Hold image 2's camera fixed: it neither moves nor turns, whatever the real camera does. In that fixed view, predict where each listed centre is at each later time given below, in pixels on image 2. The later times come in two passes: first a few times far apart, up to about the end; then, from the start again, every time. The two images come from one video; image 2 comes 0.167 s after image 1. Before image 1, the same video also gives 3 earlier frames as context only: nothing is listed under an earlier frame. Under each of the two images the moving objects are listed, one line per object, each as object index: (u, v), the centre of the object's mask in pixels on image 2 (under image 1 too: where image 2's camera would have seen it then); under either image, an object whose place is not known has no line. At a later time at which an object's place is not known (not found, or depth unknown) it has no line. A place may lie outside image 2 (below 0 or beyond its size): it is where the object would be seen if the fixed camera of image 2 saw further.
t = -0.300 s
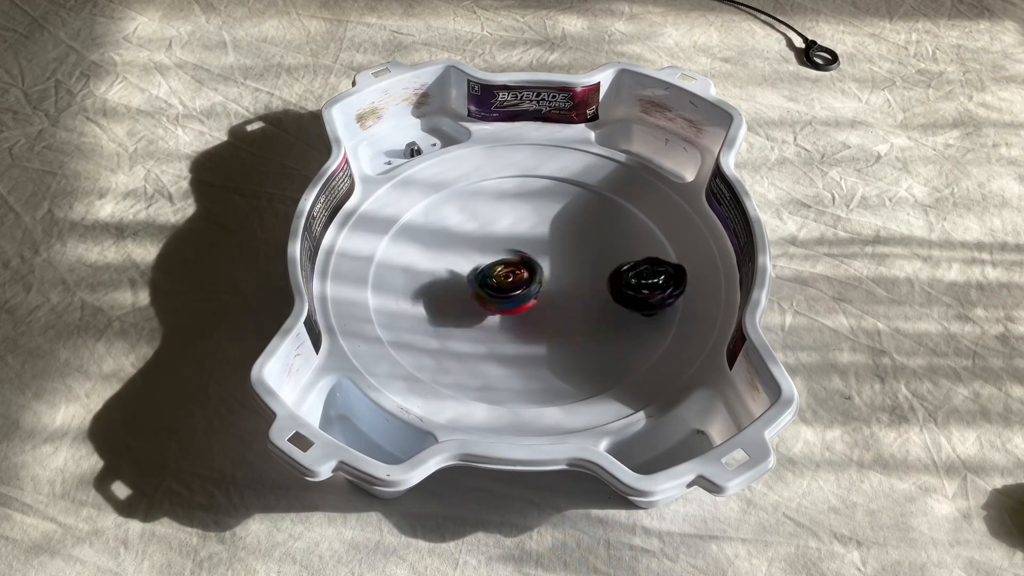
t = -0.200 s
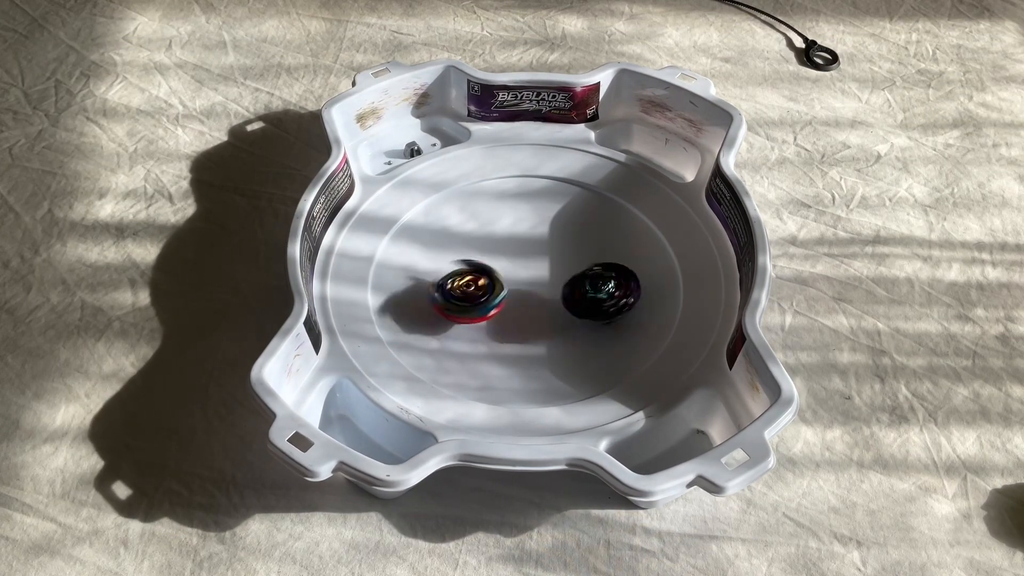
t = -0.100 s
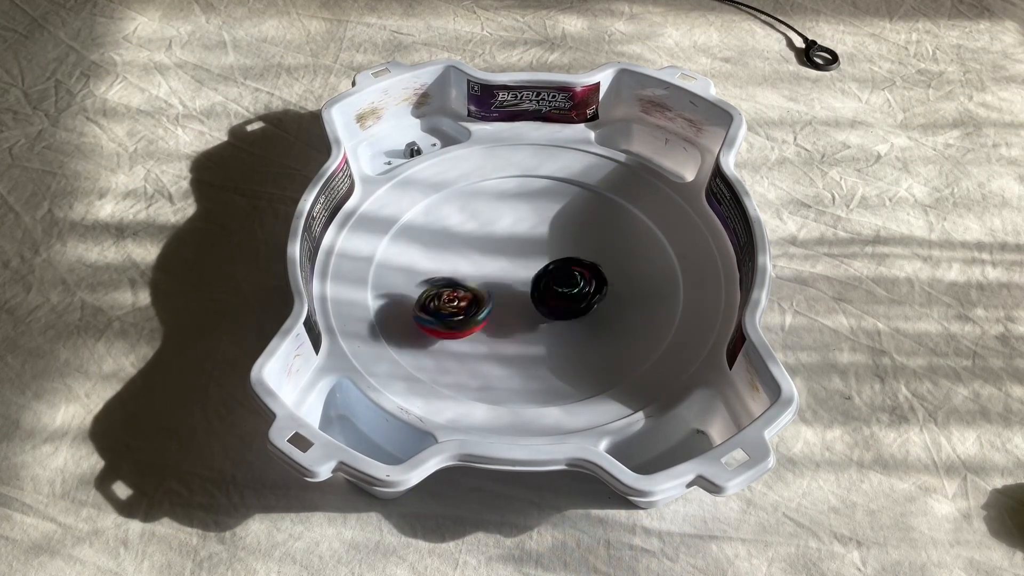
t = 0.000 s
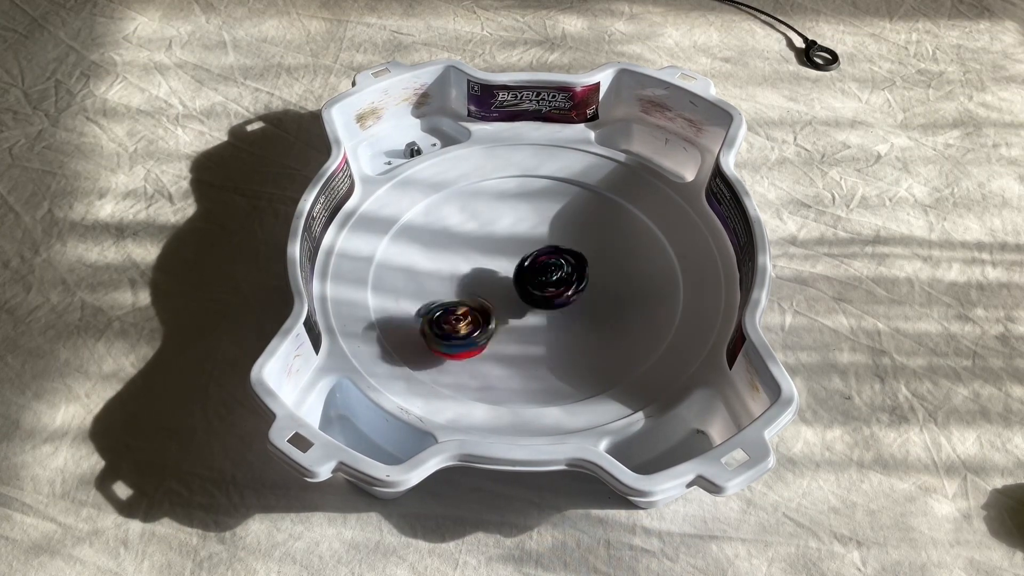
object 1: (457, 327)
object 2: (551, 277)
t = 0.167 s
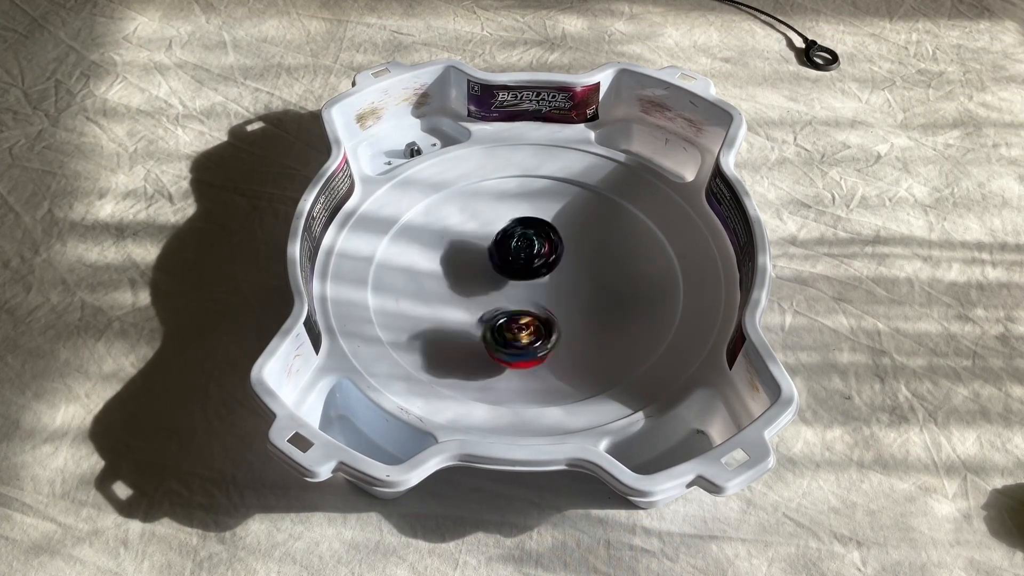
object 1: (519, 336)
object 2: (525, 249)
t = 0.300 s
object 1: (546, 292)
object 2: (511, 226)
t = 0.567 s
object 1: (502, 234)
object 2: (485, 170)
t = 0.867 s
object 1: (495, 309)
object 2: (509, 229)
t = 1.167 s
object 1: (579, 250)
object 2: (475, 258)
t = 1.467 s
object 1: (485, 204)
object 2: (475, 286)
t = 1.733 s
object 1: (447, 268)
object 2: (514, 307)
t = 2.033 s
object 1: (520, 243)
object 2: (566, 323)
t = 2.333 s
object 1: (476, 207)
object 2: (574, 288)
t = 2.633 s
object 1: (530, 283)
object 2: (558, 220)
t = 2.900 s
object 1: (610, 248)
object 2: (552, 197)
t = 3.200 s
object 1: (583, 225)
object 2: (468, 200)
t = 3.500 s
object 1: (534, 301)
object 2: (422, 222)
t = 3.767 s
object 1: (572, 329)
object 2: (447, 258)
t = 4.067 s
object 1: (569, 256)
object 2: (481, 318)
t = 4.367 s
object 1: (460, 244)
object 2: (495, 313)
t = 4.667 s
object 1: (477, 301)
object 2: (567, 250)
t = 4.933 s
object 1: (539, 254)
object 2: (616, 223)
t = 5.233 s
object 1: (475, 232)
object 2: (609, 229)
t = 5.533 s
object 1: (405, 278)
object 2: (648, 256)
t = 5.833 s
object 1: (422, 307)
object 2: (643, 290)
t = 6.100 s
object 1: (467, 269)
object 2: (585, 294)
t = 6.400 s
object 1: (514, 224)
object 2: (579, 277)
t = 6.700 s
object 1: (551, 195)
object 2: (552, 280)
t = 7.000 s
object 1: (557, 238)
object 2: (505, 289)
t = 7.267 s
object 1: (567, 284)
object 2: (472, 286)
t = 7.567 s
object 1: (557, 312)
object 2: (477, 273)
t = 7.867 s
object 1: (526, 303)
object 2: (514, 223)
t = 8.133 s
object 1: (487, 276)
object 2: (554, 215)
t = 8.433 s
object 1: (464, 250)
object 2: (568, 239)
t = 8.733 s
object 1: (487, 235)
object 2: (552, 293)
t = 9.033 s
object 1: (510, 232)
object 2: (515, 311)
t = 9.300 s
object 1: (547, 243)
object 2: (491, 296)
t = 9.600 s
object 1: (567, 252)
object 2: (484, 254)
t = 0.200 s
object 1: (531, 328)
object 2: (521, 243)
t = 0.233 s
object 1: (538, 317)
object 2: (517, 237)
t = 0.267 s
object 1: (545, 305)
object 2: (513, 231)
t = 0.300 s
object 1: (546, 292)
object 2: (511, 226)
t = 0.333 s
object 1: (547, 278)
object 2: (509, 221)
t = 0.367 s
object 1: (547, 270)
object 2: (502, 211)
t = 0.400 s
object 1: (546, 264)
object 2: (495, 199)
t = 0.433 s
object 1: (542, 257)
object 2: (491, 190)
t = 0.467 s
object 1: (535, 250)
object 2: (488, 182)
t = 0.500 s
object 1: (526, 243)
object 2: (486, 176)
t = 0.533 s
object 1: (514, 237)
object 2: (485, 171)
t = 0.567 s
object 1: (502, 234)
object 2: (485, 170)
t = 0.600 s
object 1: (492, 242)
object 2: (490, 173)
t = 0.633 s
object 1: (484, 250)
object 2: (496, 179)
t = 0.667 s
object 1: (474, 258)
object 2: (501, 186)
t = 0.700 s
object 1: (469, 268)
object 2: (505, 194)
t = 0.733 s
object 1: (467, 277)
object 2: (508, 202)
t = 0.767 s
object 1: (469, 287)
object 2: (511, 211)
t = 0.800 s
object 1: (474, 296)
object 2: (511, 218)
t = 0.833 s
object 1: (483, 303)
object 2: (511, 224)
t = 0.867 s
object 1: (495, 309)
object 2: (509, 229)
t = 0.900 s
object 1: (509, 312)
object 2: (506, 233)
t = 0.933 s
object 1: (524, 312)
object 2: (503, 237)
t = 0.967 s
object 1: (539, 309)
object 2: (498, 240)
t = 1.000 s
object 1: (553, 303)
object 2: (492, 243)
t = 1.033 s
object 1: (564, 294)
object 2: (487, 245)
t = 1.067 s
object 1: (573, 285)
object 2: (484, 248)
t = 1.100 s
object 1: (578, 274)
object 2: (481, 252)
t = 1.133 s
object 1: (580, 262)
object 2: (478, 255)
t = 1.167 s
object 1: (579, 250)
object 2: (475, 258)
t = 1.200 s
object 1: (575, 239)
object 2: (472, 260)
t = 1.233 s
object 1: (568, 228)
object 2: (471, 264)
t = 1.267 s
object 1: (559, 220)
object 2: (471, 268)
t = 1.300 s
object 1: (549, 212)
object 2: (470, 272)
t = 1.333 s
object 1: (537, 206)
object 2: (469, 275)
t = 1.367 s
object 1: (524, 203)
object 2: (469, 277)
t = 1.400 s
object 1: (511, 201)
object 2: (471, 280)
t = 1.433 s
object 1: (497, 201)
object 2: (473, 283)
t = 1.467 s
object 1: (485, 204)
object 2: (475, 286)
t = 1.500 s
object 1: (472, 208)
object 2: (477, 288)
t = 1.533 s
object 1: (461, 214)
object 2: (481, 290)
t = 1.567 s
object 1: (452, 224)
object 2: (486, 292)
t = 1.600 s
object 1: (444, 234)
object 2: (490, 294)
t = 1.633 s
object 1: (442, 246)
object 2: (493, 295)
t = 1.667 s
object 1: (440, 255)
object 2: (499, 299)
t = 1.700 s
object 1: (441, 261)
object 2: (508, 304)
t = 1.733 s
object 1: (447, 268)
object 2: (514, 307)
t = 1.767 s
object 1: (453, 273)
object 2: (522, 312)
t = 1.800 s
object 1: (460, 275)
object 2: (532, 317)
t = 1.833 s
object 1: (470, 276)
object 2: (539, 320)
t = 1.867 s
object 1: (481, 276)
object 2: (544, 322)
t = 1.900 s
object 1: (492, 273)
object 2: (549, 323)
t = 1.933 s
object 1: (502, 267)
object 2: (554, 324)
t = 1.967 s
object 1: (510, 260)
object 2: (559, 324)
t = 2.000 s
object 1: (516, 252)
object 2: (563, 324)
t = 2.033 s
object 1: (520, 243)
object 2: (566, 323)
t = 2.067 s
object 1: (522, 235)
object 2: (569, 321)
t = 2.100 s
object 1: (521, 227)
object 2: (570, 319)
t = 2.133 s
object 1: (519, 219)
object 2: (572, 316)
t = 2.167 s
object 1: (516, 213)
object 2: (573, 312)
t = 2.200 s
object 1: (510, 207)
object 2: (574, 308)
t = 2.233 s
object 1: (503, 203)
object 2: (575, 304)
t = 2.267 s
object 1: (494, 201)
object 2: (575, 298)
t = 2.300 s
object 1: (485, 202)
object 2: (575, 293)
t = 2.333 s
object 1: (476, 207)
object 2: (574, 288)
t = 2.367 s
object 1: (469, 214)
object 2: (573, 282)
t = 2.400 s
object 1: (465, 224)
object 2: (572, 276)
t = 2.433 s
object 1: (464, 235)
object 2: (569, 270)
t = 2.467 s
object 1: (469, 246)
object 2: (566, 262)
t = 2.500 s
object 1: (476, 257)
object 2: (564, 254)
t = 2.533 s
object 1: (487, 266)
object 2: (561, 246)
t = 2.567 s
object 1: (500, 274)
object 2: (559, 237)
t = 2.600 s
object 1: (514, 279)
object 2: (558, 228)
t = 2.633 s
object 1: (530, 283)
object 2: (558, 220)
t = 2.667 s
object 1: (544, 284)
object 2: (557, 214)
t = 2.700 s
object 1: (559, 282)
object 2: (557, 209)
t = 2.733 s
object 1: (572, 280)
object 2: (556, 205)
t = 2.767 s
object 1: (584, 275)
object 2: (557, 201)
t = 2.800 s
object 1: (594, 270)
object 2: (557, 199)
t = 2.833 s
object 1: (601, 263)
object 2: (556, 197)
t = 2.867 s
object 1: (606, 256)
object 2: (555, 197)
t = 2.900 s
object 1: (610, 248)
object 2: (552, 197)
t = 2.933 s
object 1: (609, 239)
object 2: (549, 197)
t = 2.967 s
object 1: (606, 231)
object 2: (546, 198)
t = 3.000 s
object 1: (612, 228)
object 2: (531, 194)
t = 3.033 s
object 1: (614, 226)
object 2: (517, 193)
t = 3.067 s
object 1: (614, 223)
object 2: (506, 193)
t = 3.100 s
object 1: (610, 220)
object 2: (497, 193)
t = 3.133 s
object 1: (604, 219)
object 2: (488, 195)
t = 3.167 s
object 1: (593, 220)
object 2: (478, 198)
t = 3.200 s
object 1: (583, 225)
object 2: (468, 200)
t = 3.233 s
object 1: (572, 231)
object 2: (459, 202)
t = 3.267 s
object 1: (562, 239)
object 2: (450, 205)
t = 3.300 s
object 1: (554, 248)
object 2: (444, 207)
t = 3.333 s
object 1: (550, 253)
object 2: (441, 209)
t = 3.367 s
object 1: (543, 263)
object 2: (435, 212)
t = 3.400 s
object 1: (539, 273)
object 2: (430, 214)
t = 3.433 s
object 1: (536, 283)
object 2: (428, 216)
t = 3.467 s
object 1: (534, 292)
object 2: (425, 220)
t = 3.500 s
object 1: (534, 301)
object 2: (422, 222)
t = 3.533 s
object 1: (535, 307)
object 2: (422, 225)
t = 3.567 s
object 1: (537, 314)
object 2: (421, 229)
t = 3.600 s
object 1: (541, 320)
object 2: (423, 233)
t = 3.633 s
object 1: (545, 325)
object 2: (425, 238)
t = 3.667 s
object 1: (551, 328)
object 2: (427, 242)
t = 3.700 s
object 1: (557, 330)
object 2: (432, 247)
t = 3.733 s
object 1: (564, 331)
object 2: (438, 252)
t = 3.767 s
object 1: (572, 329)
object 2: (447, 258)
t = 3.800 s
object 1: (579, 324)
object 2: (459, 267)
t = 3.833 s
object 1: (583, 317)
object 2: (469, 275)
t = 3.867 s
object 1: (582, 309)
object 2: (482, 284)
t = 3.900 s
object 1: (577, 300)
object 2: (495, 294)
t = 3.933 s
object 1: (580, 290)
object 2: (493, 302)
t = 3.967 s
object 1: (583, 282)
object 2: (484, 308)
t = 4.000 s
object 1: (583, 272)
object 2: (482, 312)
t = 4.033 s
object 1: (578, 264)
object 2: (480, 315)
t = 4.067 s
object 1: (569, 256)
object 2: (481, 318)
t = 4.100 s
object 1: (559, 250)
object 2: (478, 320)
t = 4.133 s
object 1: (546, 244)
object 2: (480, 321)
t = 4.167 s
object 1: (533, 240)
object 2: (480, 322)
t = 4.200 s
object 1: (519, 237)
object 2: (482, 322)
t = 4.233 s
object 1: (506, 236)
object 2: (479, 322)
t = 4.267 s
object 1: (493, 236)
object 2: (486, 321)
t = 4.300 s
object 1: (481, 237)
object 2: (485, 319)
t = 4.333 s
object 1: (469, 240)
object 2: (491, 317)
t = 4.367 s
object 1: (460, 244)
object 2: (495, 313)
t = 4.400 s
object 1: (451, 248)
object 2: (495, 310)
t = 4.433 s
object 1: (444, 255)
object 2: (504, 304)
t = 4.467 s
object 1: (440, 262)
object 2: (505, 298)
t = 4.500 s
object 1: (438, 270)
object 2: (513, 291)
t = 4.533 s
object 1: (440, 278)
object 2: (521, 282)
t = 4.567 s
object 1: (445, 286)
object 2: (530, 274)
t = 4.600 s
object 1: (453, 292)
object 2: (546, 265)
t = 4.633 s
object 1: (464, 298)
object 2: (553, 257)
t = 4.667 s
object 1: (477, 301)
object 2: (567, 250)
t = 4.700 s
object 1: (490, 300)
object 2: (576, 243)
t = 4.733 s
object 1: (504, 297)
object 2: (580, 238)
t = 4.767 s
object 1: (515, 293)
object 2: (589, 235)
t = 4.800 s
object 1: (526, 286)
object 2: (599, 231)
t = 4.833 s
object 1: (535, 278)
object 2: (597, 230)
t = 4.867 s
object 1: (541, 269)
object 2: (602, 230)
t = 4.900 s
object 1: (540, 262)
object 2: (612, 225)
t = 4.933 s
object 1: (539, 254)
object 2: (616, 223)
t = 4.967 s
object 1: (535, 247)
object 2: (620, 221)
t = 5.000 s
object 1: (530, 239)
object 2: (623, 220)
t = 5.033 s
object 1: (524, 232)
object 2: (623, 220)
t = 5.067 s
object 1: (516, 228)
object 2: (624, 220)
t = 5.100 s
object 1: (507, 225)
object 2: (623, 220)
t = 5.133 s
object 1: (498, 223)
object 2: (621, 222)
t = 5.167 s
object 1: (488, 224)
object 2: (618, 223)
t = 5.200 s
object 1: (481, 227)
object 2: (614, 225)
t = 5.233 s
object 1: (475, 232)
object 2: (609, 229)
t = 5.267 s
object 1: (471, 239)
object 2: (601, 233)
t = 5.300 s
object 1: (471, 247)
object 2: (593, 238)
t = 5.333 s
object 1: (472, 255)
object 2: (584, 244)
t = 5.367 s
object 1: (478, 263)
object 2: (569, 249)
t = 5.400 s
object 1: (477, 269)
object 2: (559, 249)
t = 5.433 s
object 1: (450, 271)
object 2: (590, 251)
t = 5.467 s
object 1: (429, 274)
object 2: (614, 250)
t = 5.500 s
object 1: (414, 275)
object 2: (634, 253)
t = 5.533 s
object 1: (405, 278)
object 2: (648, 256)
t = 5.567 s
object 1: (401, 281)
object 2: (656, 261)
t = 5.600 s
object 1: (396, 284)
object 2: (661, 266)
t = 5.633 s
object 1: (393, 288)
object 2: (665, 270)
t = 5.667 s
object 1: (392, 292)
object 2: (663, 274)
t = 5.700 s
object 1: (391, 296)
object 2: (659, 277)
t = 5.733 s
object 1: (395, 301)
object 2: (659, 281)
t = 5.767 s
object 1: (402, 305)
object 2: (657, 284)
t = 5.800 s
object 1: (412, 306)
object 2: (649, 289)
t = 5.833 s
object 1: (422, 307)
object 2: (643, 290)
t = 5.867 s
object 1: (434, 306)
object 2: (634, 294)
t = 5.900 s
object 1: (446, 305)
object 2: (627, 298)
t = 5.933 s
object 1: (459, 303)
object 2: (607, 300)
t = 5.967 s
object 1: (470, 300)
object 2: (587, 303)
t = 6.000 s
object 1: (480, 295)
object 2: (570, 301)
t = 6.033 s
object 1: (478, 287)
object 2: (566, 298)
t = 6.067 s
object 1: (471, 278)
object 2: (578, 297)
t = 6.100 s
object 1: (467, 269)
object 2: (585, 294)
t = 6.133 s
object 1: (468, 260)
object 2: (590, 292)
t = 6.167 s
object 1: (472, 253)
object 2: (590, 290)
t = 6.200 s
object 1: (476, 248)
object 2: (589, 289)
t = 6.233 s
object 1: (481, 243)
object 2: (593, 287)
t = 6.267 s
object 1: (488, 239)
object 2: (595, 284)
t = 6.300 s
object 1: (495, 235)
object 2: (592, 283)
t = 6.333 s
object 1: (502, 231)
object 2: (590, 281)
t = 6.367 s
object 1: (508, 228)
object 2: (588, 277)
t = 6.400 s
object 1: (514, 224)
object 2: (579, 277)
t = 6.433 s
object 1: (521, 222)
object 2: (579, 274)
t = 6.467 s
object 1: (528, 220)
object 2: (574, 270)
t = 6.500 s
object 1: (531, 214)
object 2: (571, 271)
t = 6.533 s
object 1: (534, 209)
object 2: (571, 274)
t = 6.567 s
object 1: (539, 205)
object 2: (569, 275)
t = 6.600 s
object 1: (543, 202)
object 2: (560, 276)
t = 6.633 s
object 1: (547, 198)
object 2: (560, 278)
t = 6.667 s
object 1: (549, 196)
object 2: (558, 279)
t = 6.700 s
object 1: (551, 195)
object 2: (552, 280)
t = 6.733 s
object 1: (552, 196)
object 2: (547, 281)
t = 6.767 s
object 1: (553, 198)
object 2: (544, 282)
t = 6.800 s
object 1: (551, 202)
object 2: (539, 282)
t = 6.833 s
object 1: (550, 207)
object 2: (528, 282)
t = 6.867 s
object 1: (551, 214)
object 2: (529, 284)
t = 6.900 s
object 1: (552, 221)
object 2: (524, 283)
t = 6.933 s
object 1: (552, 227)
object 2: (519, 284)
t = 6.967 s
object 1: (554, 232)
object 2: (507, 287)
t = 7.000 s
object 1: (557, 238)
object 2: (505, 289)
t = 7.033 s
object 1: (559, 245)
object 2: (499, 289)
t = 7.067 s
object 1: (561, 250)
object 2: (493, 289)
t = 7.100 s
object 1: (562, 256)
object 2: (486, 289)
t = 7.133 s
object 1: (564, 262)
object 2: (484, 289)
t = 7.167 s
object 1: (565, 268)
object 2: (480, 288)
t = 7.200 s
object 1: (566, 273)
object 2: (476, 287)
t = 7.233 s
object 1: (567, 278)
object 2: (473, 287)
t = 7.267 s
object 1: (567, 284)
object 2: (472, 286)
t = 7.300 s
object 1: (567, 289)
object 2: (471, 285)
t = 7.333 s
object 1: (567, 294)
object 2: (470, 284)
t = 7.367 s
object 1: (567, 297)
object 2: (468, 283)
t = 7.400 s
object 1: (566, 302)
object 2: (469, 282)
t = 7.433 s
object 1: (566, 305)
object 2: (470, 280)
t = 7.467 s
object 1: (565, 308)
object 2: (470, 278)
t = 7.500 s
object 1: (562, 310)
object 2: (471, 277)
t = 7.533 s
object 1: (560, 311)
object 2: (473, 275)
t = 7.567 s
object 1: (557, 312)
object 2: (477, 273)
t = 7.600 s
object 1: (554, 311)
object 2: (479, 270)
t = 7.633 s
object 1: (549, 309)
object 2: (481, 268)
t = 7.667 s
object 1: (543, 307)
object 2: (483, 265)
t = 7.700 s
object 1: (541, 307)
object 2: (485, 258)
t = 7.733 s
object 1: (538, 308)
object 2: (488, 249)
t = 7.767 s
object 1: (535, 308)
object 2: (493, 242)
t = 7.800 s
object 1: (533, 308)
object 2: (498, 234)
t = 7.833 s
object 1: (530, 306)
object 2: (507, 228)
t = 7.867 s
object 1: (526, 303)
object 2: (514, 223)
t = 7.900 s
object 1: (521, 300)
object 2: (520, 219)
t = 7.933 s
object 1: (517, 297)
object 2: (526, 217)
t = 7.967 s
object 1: (512, 293)
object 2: (532, 215)
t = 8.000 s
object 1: (507, 290)
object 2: (538, 213)
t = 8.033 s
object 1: (502, 287)
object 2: (543, 213)
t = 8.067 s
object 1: (497, 283)
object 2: (546, 213)
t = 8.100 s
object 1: (492, 280)
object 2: (550, 213)
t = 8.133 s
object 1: (487, 276)
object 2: (554, 215)
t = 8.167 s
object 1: (483, 272)
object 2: (558, 215)
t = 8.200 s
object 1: (479, 269)
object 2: (561, 217)
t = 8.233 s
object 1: (474, 266)
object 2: (562, 219)
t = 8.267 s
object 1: (471, 263)
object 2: (564, 222)
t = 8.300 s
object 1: (469, 259)
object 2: (566, 225)
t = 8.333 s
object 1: (466, 257)
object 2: (568, 228)
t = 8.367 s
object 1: (465, 254)
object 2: (568, 231)
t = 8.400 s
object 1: (464, 252)
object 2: (567, 235)
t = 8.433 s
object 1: (464, 250)
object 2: (568, 239)
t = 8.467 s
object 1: (465, 249)
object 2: (568, 244)
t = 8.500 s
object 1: (468, 248)
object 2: (567, 248)
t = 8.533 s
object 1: (472, 248)
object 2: (566, 254)
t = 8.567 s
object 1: (476, 249)
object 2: (557, 259)
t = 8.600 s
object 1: (482, 248)
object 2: (559, 265)
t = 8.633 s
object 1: (485, 245)
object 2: (558, 272)
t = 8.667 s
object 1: (485, 242)
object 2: (559, 280)
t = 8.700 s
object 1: (487, 238)
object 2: (556, 287)
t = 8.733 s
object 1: (487, 235)
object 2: (552, 293)
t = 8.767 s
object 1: (488, 233)
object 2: (546, 298)
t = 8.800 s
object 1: (490, 231)
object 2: (543, 302)
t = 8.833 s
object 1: (491, 229)
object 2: (538, 306)
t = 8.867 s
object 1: (493, 229)
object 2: (536, 308)
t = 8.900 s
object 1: (497, 229)
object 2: (532, 309)
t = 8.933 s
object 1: (499, 229)
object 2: (527, 310)
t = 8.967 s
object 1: (502, 230)
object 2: (523, 311)
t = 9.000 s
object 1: (507, 231)
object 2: (514, 311)
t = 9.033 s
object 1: (510, 232)
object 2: (515, 311)
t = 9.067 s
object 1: (514, 234)
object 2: (511, 312)
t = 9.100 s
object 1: (519, 235)
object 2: (508, 310)
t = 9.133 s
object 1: (523, 237)
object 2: (506, 309)
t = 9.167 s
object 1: (529, 238)
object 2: (503, 307)
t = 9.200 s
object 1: (534, 240)
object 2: (501, 305)
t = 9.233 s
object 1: (538, 241)
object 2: (497, 302)
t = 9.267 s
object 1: (542, 242)
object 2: (491, 299)
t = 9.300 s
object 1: (547, 243)
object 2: (491, 296)
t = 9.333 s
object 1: (550, 244)
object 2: (490, 293)
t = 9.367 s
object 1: (555, 246)
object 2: (489, 290)
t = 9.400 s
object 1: (558, 247)
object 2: (489, 284)
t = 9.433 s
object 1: (560, 249)
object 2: (488, 280)
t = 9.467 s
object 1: (564, 250)
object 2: (486, 274)
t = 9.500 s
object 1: (566, 250)
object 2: (486, 269)
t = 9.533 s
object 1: (567, 250)
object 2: (485, 263)
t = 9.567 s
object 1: (568, 251)
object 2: (486, 258)
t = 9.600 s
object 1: (567, 252)
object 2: (484, 254)
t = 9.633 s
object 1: (566, 252)
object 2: (483, 247)
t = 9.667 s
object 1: (567, 253)
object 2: (483, 243)
